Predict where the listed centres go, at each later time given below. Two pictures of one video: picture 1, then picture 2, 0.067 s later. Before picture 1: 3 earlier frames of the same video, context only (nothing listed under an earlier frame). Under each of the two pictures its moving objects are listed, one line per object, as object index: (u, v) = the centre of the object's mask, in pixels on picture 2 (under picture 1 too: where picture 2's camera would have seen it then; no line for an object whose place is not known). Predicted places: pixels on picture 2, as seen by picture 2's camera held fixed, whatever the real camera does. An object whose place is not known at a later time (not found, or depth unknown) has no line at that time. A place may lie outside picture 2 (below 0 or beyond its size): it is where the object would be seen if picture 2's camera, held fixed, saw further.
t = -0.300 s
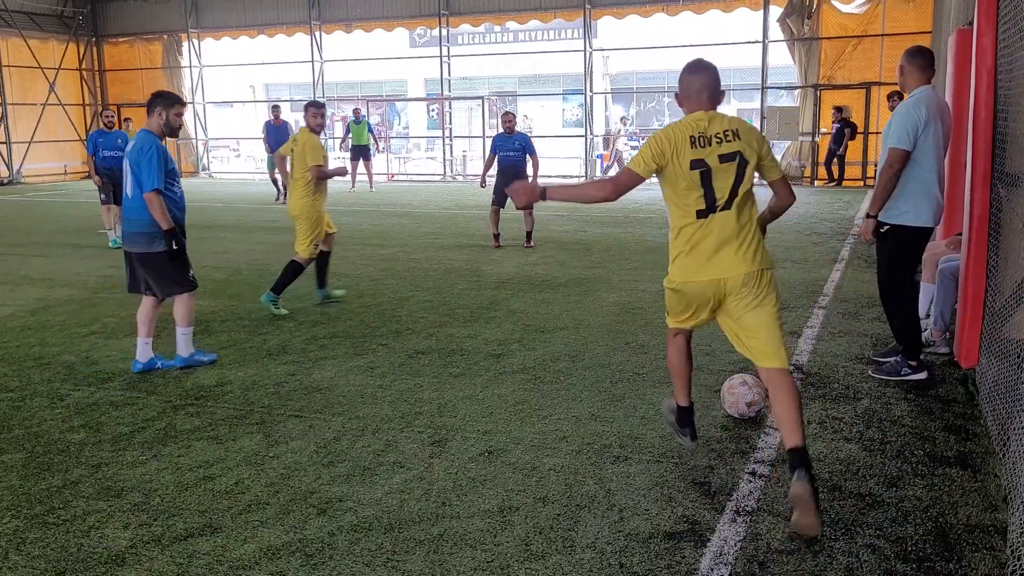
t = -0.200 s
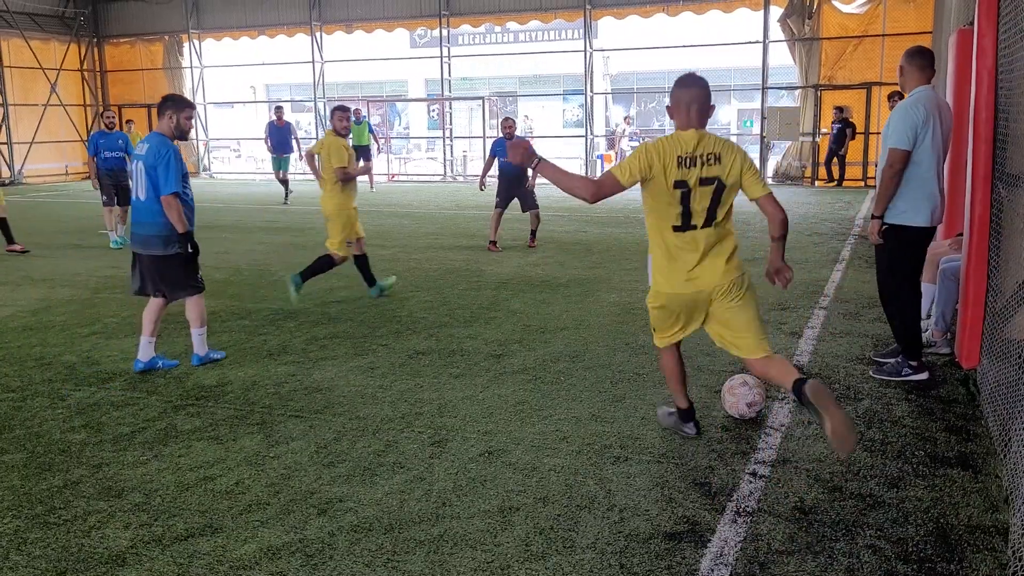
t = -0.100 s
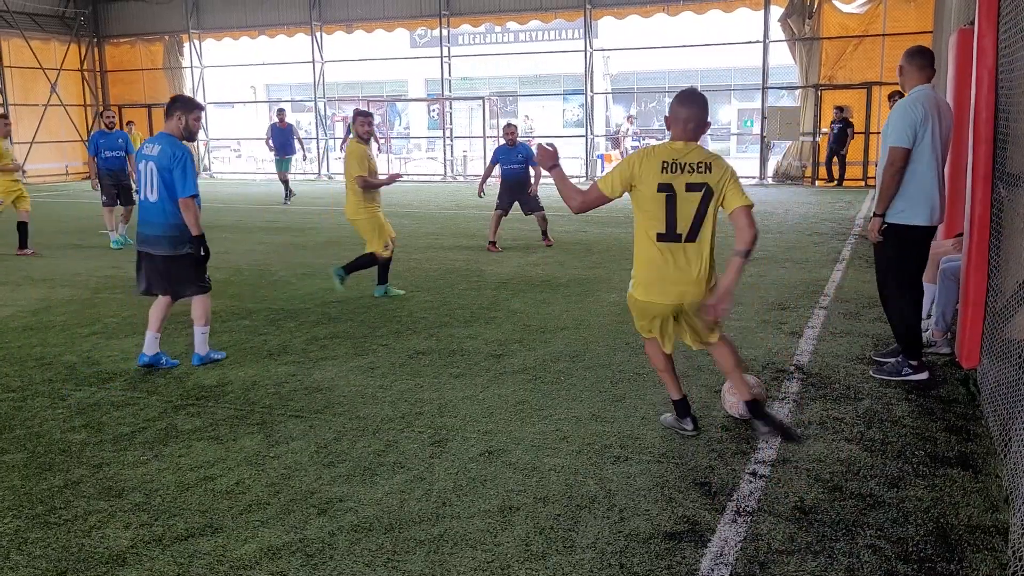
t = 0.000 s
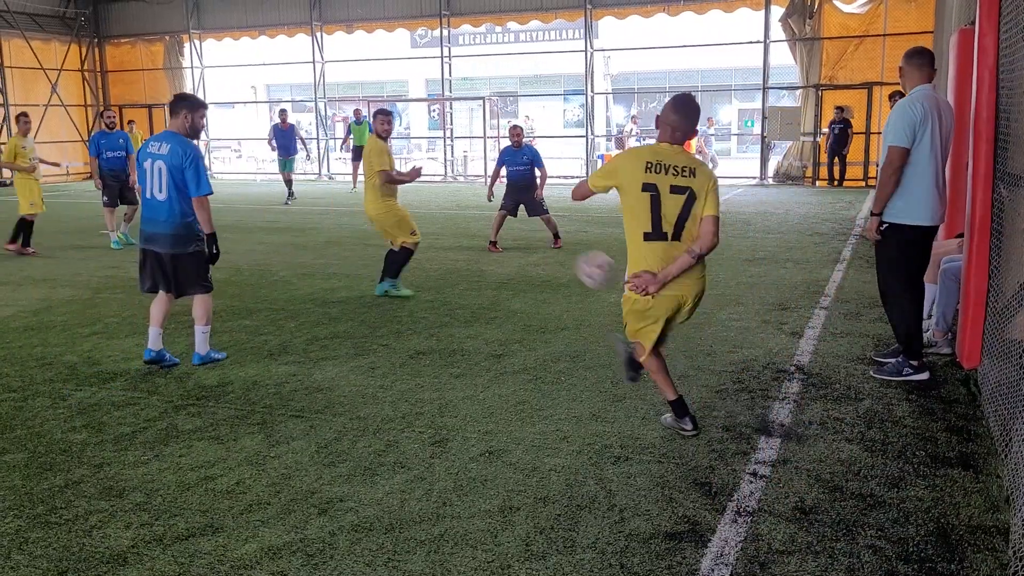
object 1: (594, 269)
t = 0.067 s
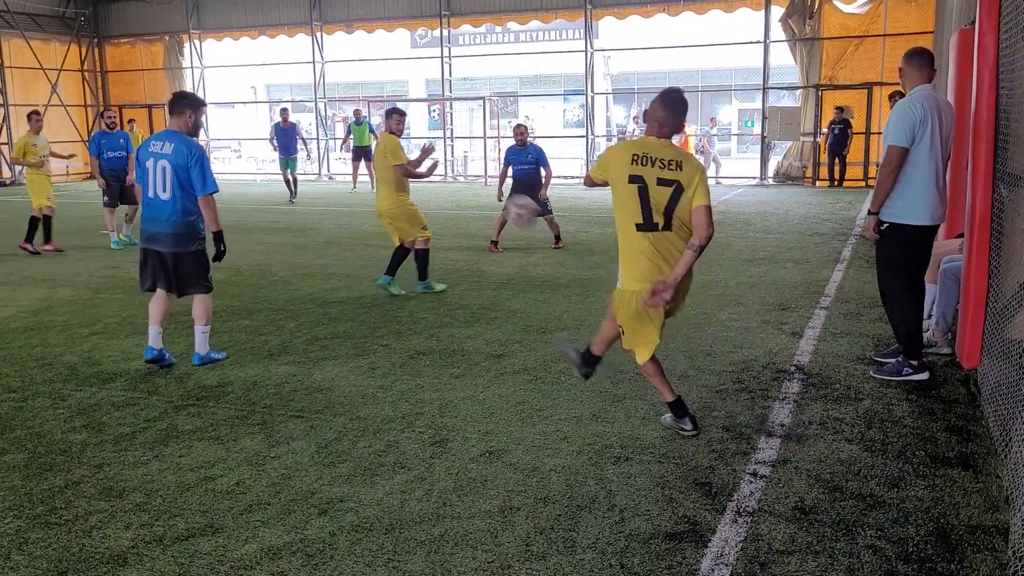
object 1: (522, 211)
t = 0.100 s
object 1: (490, 189)
